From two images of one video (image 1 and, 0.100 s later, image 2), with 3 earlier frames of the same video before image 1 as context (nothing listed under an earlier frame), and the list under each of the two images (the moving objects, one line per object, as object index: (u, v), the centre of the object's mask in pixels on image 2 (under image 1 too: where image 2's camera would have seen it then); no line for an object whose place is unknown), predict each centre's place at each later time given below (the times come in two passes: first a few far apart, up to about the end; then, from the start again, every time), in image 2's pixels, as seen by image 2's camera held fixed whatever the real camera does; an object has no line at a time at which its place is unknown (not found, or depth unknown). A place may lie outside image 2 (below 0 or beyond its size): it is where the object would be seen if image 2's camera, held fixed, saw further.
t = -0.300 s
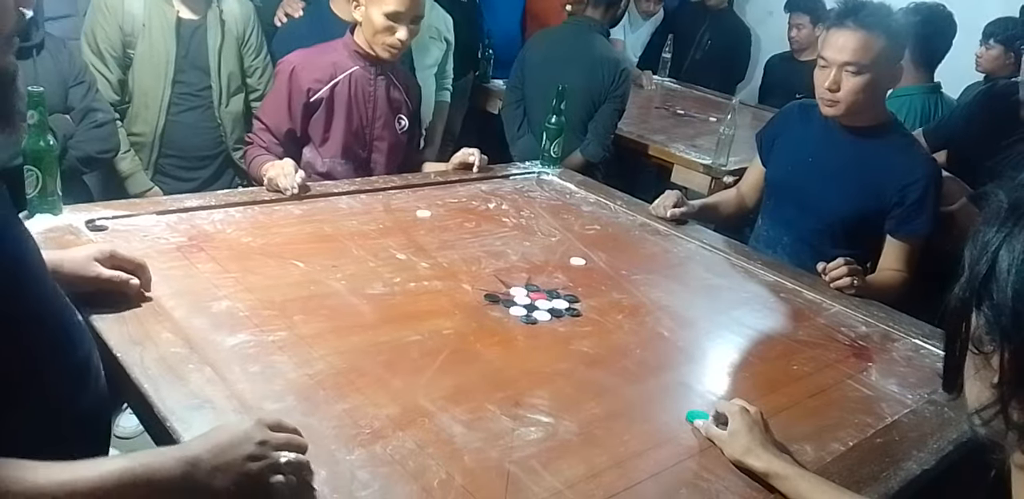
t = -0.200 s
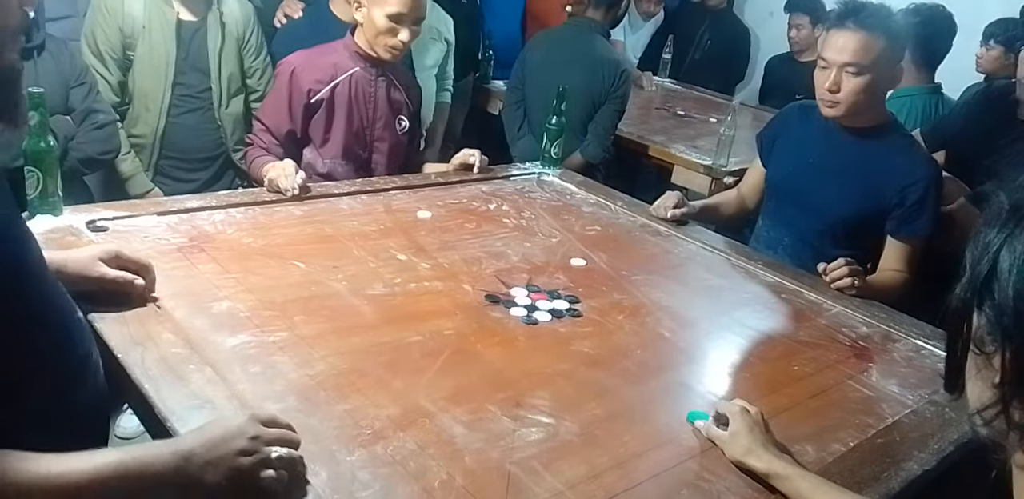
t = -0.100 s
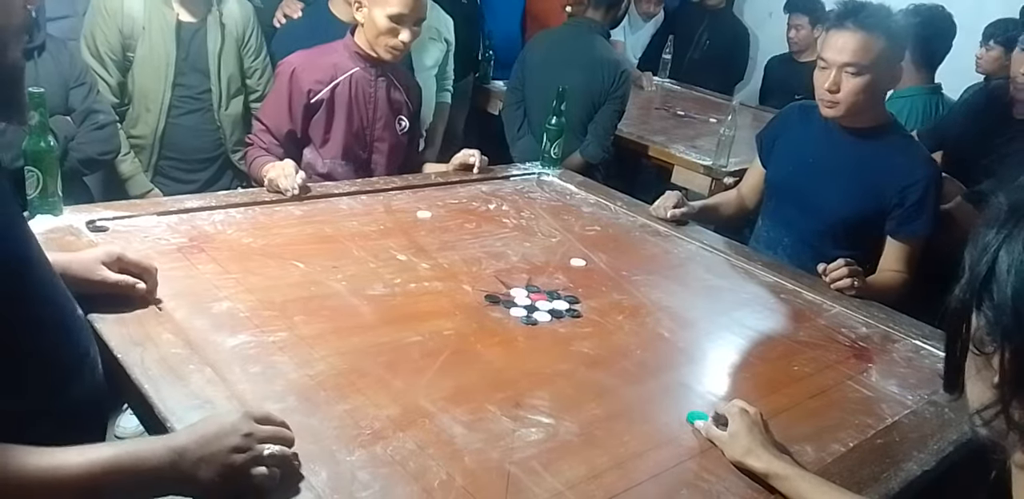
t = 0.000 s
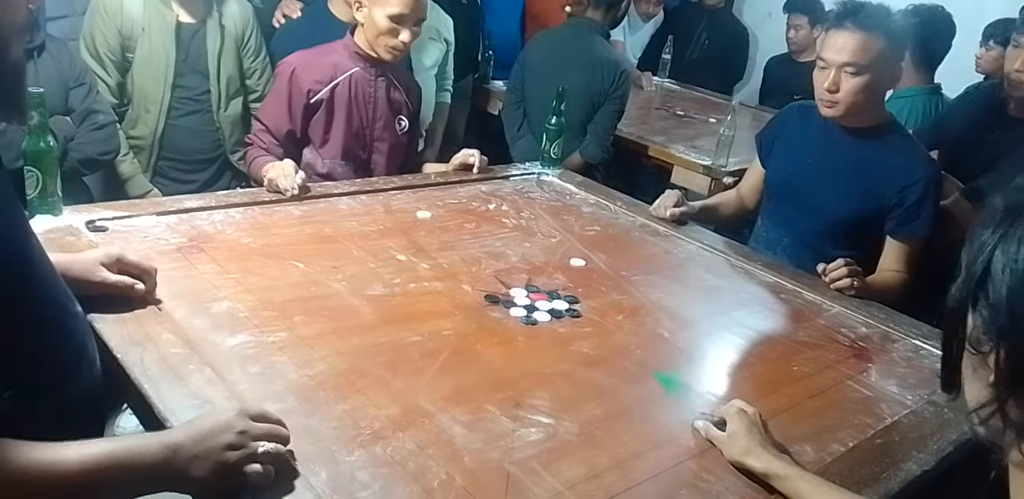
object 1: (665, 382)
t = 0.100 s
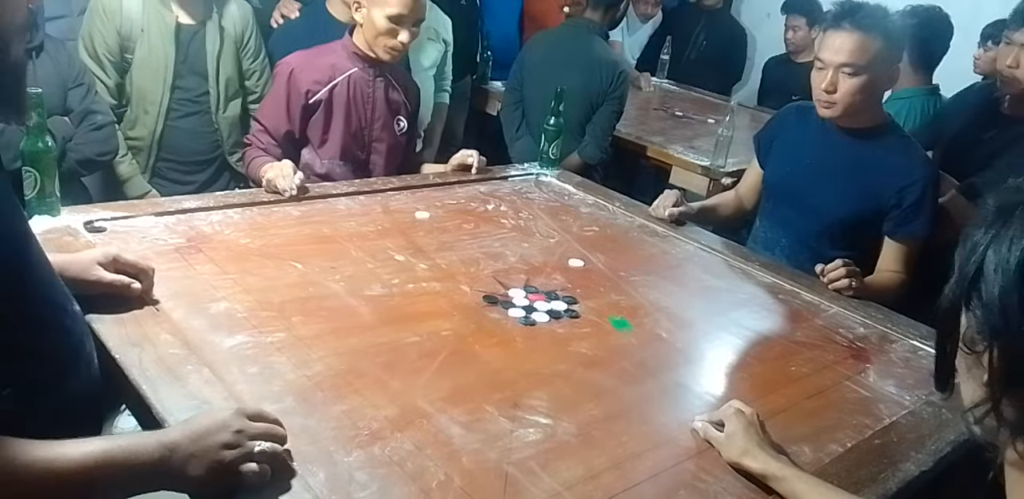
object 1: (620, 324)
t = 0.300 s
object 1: (563, 263)
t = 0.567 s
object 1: (542, 252)
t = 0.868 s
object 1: (542, 252)
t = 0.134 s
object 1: (607, 308)
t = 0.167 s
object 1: (596, 294)
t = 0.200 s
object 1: (585, 281)
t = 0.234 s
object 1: (576, 270)
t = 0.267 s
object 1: (570, 267)
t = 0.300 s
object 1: (563, 263)
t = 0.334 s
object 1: (558, 261)
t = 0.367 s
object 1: (554, 259)
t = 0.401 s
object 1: (550, 256)
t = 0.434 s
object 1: (547, 255)
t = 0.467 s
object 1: (545, 254)
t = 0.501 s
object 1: (543, 253)
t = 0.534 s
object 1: (542, 252)
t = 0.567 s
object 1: (542, 252)
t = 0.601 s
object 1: (542, 252)
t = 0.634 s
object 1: (542, 252)
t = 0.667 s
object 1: (542, 252)
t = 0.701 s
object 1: (542, 252)
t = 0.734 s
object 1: (542, 252)
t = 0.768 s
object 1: (542, 252)
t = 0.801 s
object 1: (542, 252)
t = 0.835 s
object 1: (542, 252)
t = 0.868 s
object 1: (542, 252)
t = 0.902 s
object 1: (542, 252)
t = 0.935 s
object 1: (542, 252)
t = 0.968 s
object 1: (542, 252)
